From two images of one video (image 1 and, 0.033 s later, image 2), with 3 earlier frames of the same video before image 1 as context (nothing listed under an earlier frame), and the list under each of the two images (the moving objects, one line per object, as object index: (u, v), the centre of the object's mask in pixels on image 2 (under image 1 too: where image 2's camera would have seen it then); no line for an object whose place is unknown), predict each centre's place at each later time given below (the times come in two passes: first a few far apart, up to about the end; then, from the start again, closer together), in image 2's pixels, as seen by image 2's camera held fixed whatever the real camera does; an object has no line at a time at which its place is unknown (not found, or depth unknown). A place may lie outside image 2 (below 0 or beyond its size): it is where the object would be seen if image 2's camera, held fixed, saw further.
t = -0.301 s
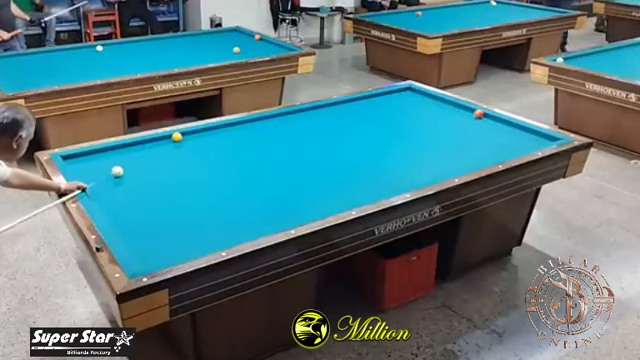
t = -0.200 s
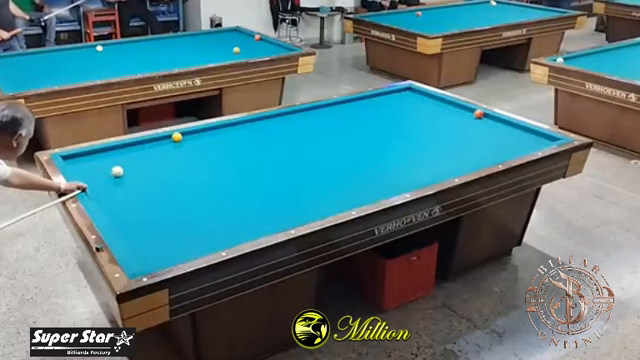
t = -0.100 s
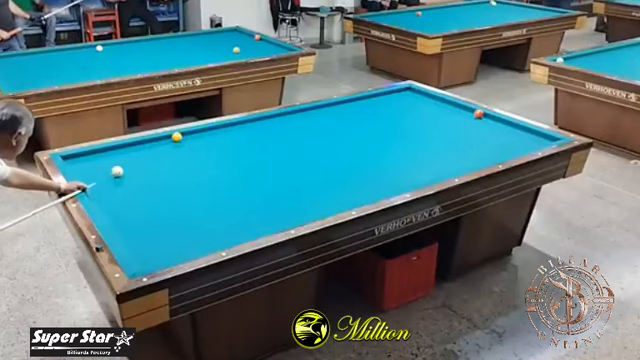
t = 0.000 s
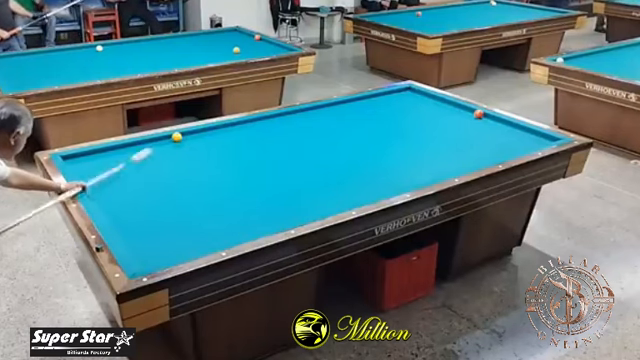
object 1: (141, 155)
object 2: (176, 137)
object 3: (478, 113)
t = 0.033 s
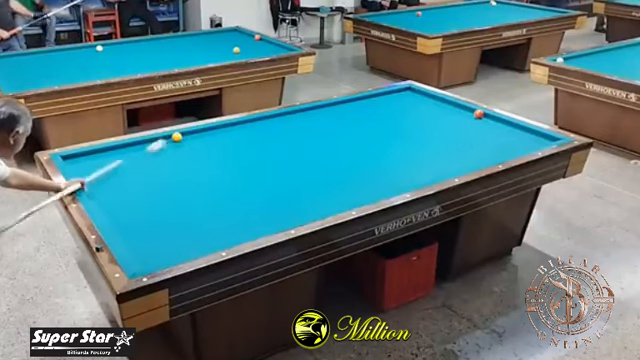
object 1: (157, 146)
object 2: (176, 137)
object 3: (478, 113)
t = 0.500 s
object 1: (142, 185)
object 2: (363, 103)
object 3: (478, 113)
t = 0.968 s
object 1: (152, 242)
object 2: (380, 108)
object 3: (478, 113)
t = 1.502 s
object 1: (210, 216)
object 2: (299, 137)
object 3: (478, 113)
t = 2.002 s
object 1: (240, 179)
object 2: (203, 171)
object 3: (478, 113)
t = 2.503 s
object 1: (263, 151)
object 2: (117, 204)
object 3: (478, 113)
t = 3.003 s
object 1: (281, 129)
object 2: (199, 189)
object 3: (478, 113)
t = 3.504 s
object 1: (299, 111)
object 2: (272, 177)
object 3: (478, 113)
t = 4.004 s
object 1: (329, 111)
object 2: (332, 166)
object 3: (478, 113)
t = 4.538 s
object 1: (361, 112)
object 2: (390, 157)
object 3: (478, 113)
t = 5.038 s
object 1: (388, 112)
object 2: (439, 148)
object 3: (478, 113)
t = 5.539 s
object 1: (415, 112)
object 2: (483, 140)
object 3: (478, 113)
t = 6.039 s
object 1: (440, 112)
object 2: (523, 134)
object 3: (478, 113)
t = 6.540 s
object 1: (462, 113)
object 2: (523, 137)
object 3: (478, 113)
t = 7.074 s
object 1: (472, 112)
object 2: (511, 143)
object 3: (484, 114)
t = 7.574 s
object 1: (474, 112)
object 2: (499, 149)
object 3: (485, 117)
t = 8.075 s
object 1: (473, 111)
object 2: (487, 154)
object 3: (486, 118)
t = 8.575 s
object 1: (473, 111)
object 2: (477, 159)
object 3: (487, 119)
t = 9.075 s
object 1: (473, 111)
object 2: (467, 163)
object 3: (487, 120)
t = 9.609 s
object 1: (473, 111)
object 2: (456, 168)
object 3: (488, 120)
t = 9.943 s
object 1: (473, 111)
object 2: (450, 170)
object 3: (488, 120)
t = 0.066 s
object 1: (167, 138)
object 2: (178, 136)
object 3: (478, 113)
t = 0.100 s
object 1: (165, 139)
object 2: (196, 131)
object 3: (478, 113)
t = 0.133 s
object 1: (164, 143)
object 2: (214, 128)
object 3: (478, 113)
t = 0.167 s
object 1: (163, 146)
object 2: (230, 125)
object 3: (478, 113)
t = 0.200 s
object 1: (162, 150)
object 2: (247, 122)
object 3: (478, 113)
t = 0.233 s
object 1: (160, 154)
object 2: (262, 120)
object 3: (478, 113)
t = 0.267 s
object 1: (158, 158)
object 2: (275, 117)
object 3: (478, 113)
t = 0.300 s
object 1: (156, 162)
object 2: (290, 115)
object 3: (478, 113)
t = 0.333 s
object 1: (154, 166)
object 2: (304, 114)
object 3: (478, 113)
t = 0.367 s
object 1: (152, 170)
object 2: (317, 111)
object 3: (478, 113)
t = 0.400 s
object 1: (149, 173)
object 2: (329, 109)
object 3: (478, 113)
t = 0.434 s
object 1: (147, 177)
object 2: (341, 107)
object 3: (478, 113)
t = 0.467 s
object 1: (145, 181)
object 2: (352, 105)
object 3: (478, 113)
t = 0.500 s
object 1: (142, 185)
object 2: (363, 103)
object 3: (478, 113)
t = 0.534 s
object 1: (139, 190)
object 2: (374, 101)
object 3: (478, 113)
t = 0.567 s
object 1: (136, 195)
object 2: (384, 100)
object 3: (478, 113)
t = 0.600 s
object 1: (133, 199)
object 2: (394, 98)
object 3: (478, 113)
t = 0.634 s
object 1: (130, 204)
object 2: (404, 97)
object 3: (478, 113)
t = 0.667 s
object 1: (127, 209)
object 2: (413, 95)
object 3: (478, 113)
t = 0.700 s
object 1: (124, 215)
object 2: (422, 94)
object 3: (478, 113)
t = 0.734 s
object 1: (120, 219)
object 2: (421, 95)
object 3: (478, 113)
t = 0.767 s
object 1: (117, 225)
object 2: (415, 97)
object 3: (478, 113)
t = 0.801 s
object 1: (118, 230)
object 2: (409, 99)
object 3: (478, 113)
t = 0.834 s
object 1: (125, 232)
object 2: (403, 100)
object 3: (478, 113)
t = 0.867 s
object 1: (132, 234)
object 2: (397, 102)
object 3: (478, 113)
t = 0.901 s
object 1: (139, 236)
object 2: (392, 104)
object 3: (478, 113)
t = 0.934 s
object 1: (146, 239)
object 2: (386, 106)
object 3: (478, 113)
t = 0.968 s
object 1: (152, 242)
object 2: (380, 108)
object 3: (478, 113)
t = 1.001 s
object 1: (158, 244)
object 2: (375, 109)
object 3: (478, 113)
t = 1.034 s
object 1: (164, 247)
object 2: (370, 111)
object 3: (478, 113)
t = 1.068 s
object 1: (171, 250)
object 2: (365, 113)
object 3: (478, 113)
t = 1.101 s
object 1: (177, 251)
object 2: (360, 115)
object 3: (478, 113)
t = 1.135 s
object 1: (182, 251)
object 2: (355, 117)
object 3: (478, 113)
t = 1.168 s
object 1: (185, 248)
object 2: (351, 118)
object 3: (478, 113)
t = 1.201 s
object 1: (187, 244)
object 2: (345, 120)
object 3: (478, 113)
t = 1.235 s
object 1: (190, 240)
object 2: (341, 122)
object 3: (478, 113)
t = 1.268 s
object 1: (193, 237)
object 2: (336, 124)
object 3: (478, 113)
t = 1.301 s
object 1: (195, 233)
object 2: (331, 125)
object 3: (478, 113)
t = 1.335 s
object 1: (198, 230)
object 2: (325, 127)
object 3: (478, 113)
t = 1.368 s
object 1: (201, 227)
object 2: (320, 129)
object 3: (478, 113)
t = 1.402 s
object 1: (203, 224)
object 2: (315, 131)
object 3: (478, 113)
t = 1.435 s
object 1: (205, 222)
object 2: (309, 133)
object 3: (478, 113)
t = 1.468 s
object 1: (208, 218)
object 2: (304, 135)
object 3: (478, 113)
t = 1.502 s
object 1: (210, 216)
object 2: (299, 137)
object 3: (478, 113)
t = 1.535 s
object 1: (212, 213)
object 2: (293, 139)
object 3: (478, 113)
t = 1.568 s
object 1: (214, 210)
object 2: (287, 141)
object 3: (478, 113)
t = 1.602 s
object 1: (217, 207)
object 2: (282, 143)
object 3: (478, 113)
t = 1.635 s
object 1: (219, 205)
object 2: (276, 145)
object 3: (478, 113)
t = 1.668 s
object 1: (221, 202)
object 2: (269, 147)
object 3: (478, 113)
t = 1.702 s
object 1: (223, 200)
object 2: (263, 149)
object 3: (478, 113)
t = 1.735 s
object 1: (225, 197)
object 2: (257, 151)
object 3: (478, 113)
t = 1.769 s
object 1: (227, 195)
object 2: (251, 154)
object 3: (478, 113)
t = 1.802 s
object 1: (229, 192)
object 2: (245, 156)
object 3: (478, 113)
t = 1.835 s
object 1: (231, 190)
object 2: (238, 158)
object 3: (478, 113)
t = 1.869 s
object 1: (233, 188)
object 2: (232, 160)
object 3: (478, 113)
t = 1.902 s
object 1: (235, 186)
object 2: (224, 163)
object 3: (478, 113)
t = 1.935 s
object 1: (236, 183)
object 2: (218, 165)
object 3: (478, 113)
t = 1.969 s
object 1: (238, 181)
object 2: (211, 168)
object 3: (478, 113)
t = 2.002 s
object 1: (240, 179)
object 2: (203, 171)
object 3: (478, 113)
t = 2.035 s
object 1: (242, 177)
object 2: (196, 173)
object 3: (478, 113)
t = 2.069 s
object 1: (243, 175)
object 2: (189, 176)
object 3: (478, 113)
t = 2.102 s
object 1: (245, 173)
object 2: (181, 179)
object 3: (478, 113)
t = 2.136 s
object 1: (247, 171)
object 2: (173, 181)
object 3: (478, 113)
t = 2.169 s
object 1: (248, 169)
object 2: (166, 184)
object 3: (478, 113)
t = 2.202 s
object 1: (250, 167)
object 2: (157, 187)
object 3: (478, 113)
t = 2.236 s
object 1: (251, 165)
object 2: (149, 190)
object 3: (478, 113)
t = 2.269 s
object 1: (253, 163)
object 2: (141, 193)
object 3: (478, 113)
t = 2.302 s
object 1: (255, 161)
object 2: (132, 196)
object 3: (478, 113)
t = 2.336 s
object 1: (256, 160)
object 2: (123, 199)
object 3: (478, 113)
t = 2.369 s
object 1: (258, 158)
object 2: (115, 202)
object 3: (478, 113)
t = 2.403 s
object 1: (259, 156)
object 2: (106, 205)
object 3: (478, 113)
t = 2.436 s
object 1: (261, 155)
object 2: (103, 207)
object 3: (478, 113)
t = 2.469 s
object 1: (262, 152)
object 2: (110, 206)
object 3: (478, 113)
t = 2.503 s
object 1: (263, 151)
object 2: (117, 204)
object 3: (478, 113)
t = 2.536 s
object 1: (264, 149)
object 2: (125, 202)
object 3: (478, 113)
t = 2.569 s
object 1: (266, 148)
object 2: (131, 201)
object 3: (478, 113)
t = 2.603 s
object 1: (267, 146)
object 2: (137, 200)
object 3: (478, 113)
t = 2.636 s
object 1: (269, 145)
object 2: (143, 199)
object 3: (478, 113)
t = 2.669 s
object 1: (270, 143)
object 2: (148, 199)
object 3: (478, 113)
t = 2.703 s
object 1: (271, 141)
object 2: (154, 198)
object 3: (478, 113)
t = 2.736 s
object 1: (272, 140)
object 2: (158, 197)
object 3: (478, 113)
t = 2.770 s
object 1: (273, 139)
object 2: (164, 196)
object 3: (478, 113)
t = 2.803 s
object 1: (274, 137)
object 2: (169, 195)
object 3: (478, 113)
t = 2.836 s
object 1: (276, 136)
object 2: (174, 194)
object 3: (478, 113)
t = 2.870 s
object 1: (277, 134)
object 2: (179, 193)
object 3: (478, 113)
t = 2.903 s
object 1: (278, 133)
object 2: (184, 192)
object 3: (478, 113)
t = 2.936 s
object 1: (279, 131)
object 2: (189, 191)
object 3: (478, 113)
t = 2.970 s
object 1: (280, 130)
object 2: (194, 191)
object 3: (478, 113)
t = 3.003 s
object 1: (281, 129)
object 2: (199, 189)
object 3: (478, 113)
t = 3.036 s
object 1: (282, 128)
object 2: (204, 189)
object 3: (478, 113)
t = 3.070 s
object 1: (283, 126)
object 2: (208, 188)
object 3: (478, 113)
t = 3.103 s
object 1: (284, 125)
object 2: (213, 187)
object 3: (478, 113)
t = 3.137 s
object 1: (286, 124)
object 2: (218, 186)
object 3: (478, 113)
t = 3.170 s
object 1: (287, 123)
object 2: (223, 185)
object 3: (478, 113)
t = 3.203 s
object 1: (288, 121)
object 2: (227, 185)
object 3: (478, 113)
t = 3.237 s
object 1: (289, 120)
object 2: (232, 184)
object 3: (478, 113)
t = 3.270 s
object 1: (290, 119)
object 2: (237, 183)
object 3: (478, 113)
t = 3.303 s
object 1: (291, 118)
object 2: (241, 182)
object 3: (478, 113)
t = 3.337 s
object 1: (292, 117)
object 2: (245, 182)
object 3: (478, 113)
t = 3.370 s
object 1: (293, 114)
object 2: (254, 180)
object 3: (478, 113)
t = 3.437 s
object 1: (295, 112)
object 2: (263, 179)
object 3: (478, 113)
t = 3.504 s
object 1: (299, 111)
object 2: (272, 177)
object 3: (478, 113)
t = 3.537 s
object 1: (301, 111)
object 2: (276, 176)
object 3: (478, 113)
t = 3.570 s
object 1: (303, 111)
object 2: (280, 176)
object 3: (478, 113)
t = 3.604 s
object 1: (305, 111)
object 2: (285, 175)
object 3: (478, 113)
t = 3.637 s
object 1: (307, 111)
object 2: (288, 174)
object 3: (478, 113)
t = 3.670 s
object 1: (309, 111)
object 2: (293, 173)
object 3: (478, 113)
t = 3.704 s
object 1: (311, 111)
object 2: (297, 173)
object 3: (478, 113)
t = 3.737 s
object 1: (313, 112)
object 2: (301, 172)
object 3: (478, 113)
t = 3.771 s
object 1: (315, 112)
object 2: (305, 171)
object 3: (478, 113)
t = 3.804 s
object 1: (317, 111)
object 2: (309, 171)
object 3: (478, 113)
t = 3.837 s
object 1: (320, 112)
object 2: (313, 170)
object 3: (478, 113)
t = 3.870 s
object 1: (321, 111)
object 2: (316, 169)
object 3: (478, 113)
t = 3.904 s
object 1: (323, 111)
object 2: (320, 169)
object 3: (478, 113)
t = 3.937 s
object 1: (326, 112)
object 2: (324, 168)
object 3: (478, 113)
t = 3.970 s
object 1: (328, 111)
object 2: (328, 167)
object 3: (478, 113)
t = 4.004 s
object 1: (329, 111)
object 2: (332, 166)
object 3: (478, 113)
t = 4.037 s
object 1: (331, 111)
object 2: (336, 166)
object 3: (478, 113)
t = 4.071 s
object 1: (333, 111)
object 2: (339, 165)
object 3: (478, 113)
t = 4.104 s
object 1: (336, 112)
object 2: (343, 165)
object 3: (478, 113)
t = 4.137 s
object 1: (337, 111)
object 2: (347, 164)
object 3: (478, 113)
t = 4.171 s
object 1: (339, 112)
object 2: (350, 163)
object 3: (478, 113)
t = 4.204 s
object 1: (341, 112)
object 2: (354, 163)
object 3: (478, 113)
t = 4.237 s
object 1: (343, 112)
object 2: (358, 162)
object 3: (478, 113)
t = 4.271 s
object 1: (345, 112)
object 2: (362, 161)
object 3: (478, 113)
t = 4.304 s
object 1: (347, 112)
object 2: (365, 161)
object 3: (478, 113)
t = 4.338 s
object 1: (349, 112)
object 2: (369, 160)
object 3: (478, 113)
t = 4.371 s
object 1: (351, 112)
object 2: (373, 160)
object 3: (478, 113)
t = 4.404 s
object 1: (353, 112)
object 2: (376, 159)
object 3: (478, 113)
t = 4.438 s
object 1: (355, 112)
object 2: (379, 158)
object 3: (478, 113)
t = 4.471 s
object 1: (357, 112)
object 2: (383, 158)
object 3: (478, 113)
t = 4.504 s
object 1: (359, 112)
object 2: (386, 157)
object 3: (478, 113)
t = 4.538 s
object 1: (361, 112)
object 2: (390, 157)
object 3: (478, 113)
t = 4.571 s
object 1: (363, 112)
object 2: (393, 156)
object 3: (478, 113)
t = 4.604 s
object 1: (364, 112)
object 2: (397, 156)
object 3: (478, 113)
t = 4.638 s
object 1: (366, 112)
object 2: (400, 155)
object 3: (478, 113)
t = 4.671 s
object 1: (368, 112)
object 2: (403, 154)
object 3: (478, 113)
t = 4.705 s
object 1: (370, 112)
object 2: (406, 154)
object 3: (478, 113)
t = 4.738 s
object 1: (372, 112)
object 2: (410, 153)
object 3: (478, 113)
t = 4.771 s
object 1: (374, 112)
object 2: (413, 153)
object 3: (478, 113)
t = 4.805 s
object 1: (376, 112)
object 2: (417, 152)
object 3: (478, 113)
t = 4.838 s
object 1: (377, 112)
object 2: (420, 151)
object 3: (478, 113)
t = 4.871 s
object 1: (379, 112)
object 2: (423, 151)
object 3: (478, 113)
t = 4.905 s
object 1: (381, 112)
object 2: (426, 150)
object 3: (478, 113)
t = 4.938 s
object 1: (383, 112)
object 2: (430, 150)
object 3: (478, 113)
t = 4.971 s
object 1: (385, 112)
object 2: (433, 149)
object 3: (478, 113)
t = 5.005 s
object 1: (387, 112)
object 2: (436, 149)
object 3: (478, 113)
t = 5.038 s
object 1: (388, 112)
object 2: (439, 148)
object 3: (478, 113)
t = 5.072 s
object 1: (390, 112)
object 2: (442, 148)
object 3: (478, 113)
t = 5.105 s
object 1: (392, 112)
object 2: (445, 147)
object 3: (478, 113)
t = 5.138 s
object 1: (394, 112)
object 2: (448, 147)
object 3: (478, 113)
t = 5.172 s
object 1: (396, 112)
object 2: (451, 146)
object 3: (478, 113)
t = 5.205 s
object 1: (398, 112)
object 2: (454, 146)
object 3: (478, 113)
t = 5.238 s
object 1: (399, 112)
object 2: (457, 145)
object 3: (478, 113)
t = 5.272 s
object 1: (401, 112)
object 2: (460, 145)
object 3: (478, 113)
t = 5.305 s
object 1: (403, 112)
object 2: (463, 144)
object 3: (478, 113)
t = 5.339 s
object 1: (405, 112)
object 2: (466, 144)
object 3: (478, 113)
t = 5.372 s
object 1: (406, 112)
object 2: (469, 143)
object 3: (478, 113)
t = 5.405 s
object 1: (408, 112)
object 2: (472, 142)
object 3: (478, 113)
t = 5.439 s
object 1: (410, 112)
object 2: (475, 142)
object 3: (478, 113)
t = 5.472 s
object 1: (411, 112)
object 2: (478, 141)
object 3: (478, 113)
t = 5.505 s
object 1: (413, 112)
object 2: (480, 141)
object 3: (478, 113)
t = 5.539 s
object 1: (415, 112)
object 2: (483, 140)
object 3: (478, 113)
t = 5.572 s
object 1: (417, 112)
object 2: (486, 140)
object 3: (478, 113)
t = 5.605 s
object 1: (418, 112)
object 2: (489, 139)
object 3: (478, 113)
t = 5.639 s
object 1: (420, 112)
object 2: (492, 139)
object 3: (478, 113)
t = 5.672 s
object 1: (422, 112)
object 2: (494, 139)
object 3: (478, 113)
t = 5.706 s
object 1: (423, 112)
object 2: (496, 138)
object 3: (478, 113)
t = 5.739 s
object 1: (425, 112)
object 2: (499, 138)
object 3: (478, 113)
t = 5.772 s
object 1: (426, 112)
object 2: (502, 137)
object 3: (478, 113)
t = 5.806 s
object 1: (428, 112)
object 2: (505, 137)
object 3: (478, 113)
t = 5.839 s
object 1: (430, 112)
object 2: (507, 136)
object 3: (478, 113)
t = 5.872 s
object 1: (431, 112)
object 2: (510, 136)
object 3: (478, 113)
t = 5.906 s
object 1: (433, 113)
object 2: (513, 135)
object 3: (478, 113)
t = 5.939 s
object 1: (434, 113)
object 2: (515, 135)
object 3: (478, 113)
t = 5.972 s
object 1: (436, 113)
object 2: (518, 135)
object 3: (478, 113)
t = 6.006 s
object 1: (438, 113)
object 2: (520, 135)
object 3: (478, 113)
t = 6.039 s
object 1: (440, 112)
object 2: (523, 134)
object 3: (478, 113)
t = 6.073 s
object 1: (441, 112)
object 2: (526, 133)
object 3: (478, 113)
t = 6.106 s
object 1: (443, 112)
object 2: (528, 133)
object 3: (478, 113)
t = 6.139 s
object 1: (444, 113)
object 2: (531, 132)
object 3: (478, 113)
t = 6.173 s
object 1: (446, 113)
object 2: (533, 132)
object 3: (478, 113)
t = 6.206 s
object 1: (447, 113)
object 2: (533, 132)
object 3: (478, 113)
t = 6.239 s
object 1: (449, 113)
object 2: (531, 133)
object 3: (478, 113)
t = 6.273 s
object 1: (450, 113)
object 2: (530, 133)
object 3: (478, 113)
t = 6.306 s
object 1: (452, 113)
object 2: (530, 133)
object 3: (478, 113)
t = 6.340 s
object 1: (453, 113)
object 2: (529, 134)
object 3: (478, 113)
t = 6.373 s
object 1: (455, 113)
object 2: (527, 134)
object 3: (478, 113)
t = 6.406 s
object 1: (456, 113)
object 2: (527, 135)
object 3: (478, 113)
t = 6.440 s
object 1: (458, 113)
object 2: (526, 135)
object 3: (478, 113)
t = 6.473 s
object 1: (459, 113)
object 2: (525, 136)
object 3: (478, 113)
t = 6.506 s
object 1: (460, 113)
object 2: (524, 136)
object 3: (478, 113)
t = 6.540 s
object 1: (462, 113)
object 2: (523, 137)
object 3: (478, 113)
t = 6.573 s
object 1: (464, 113)
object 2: (522, 137)
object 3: (478, 113)
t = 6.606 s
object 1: (465, 113)
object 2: (522, 137)
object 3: (478, 113)
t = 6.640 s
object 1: (467, 113)
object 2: (521, 138)
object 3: (478, 113)
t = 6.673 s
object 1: (468, 113)
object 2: (520, 138)
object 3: (478, 113)
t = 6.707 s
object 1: (469, 113)
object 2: (519, 139)
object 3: (479, 113)
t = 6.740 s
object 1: (469, 113)
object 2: (519, 139)
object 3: (480, 113)
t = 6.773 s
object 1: (470, 113)
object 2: (518, 139)
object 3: (481, 114)
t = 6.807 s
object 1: (470, 113)
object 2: (517, 140)
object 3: (482, 114)
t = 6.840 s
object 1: (471, 112)
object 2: (516, 140)
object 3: (483, 114)
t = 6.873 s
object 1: (471, 112)
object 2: (515, 141)
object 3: (483, 114)
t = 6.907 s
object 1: (471, 112)
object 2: (514, 141)
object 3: (484, 114)
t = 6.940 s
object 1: (471, 112)
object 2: (513, 142)
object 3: (484, 114)
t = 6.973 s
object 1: (472, 112)
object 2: (513, 142)
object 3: (484, 114)
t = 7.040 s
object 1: (471, 112)
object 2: (512, 143)
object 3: (484, 114)
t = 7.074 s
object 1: (472, 112)
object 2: (511, 143)
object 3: (484, 114)
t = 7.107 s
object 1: (472, 112)
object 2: (510, 143)
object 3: (484, 115)
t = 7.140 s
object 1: (472, 113)
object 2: (510, 144)
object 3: (484, 115)
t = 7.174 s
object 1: (473, 113)
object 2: (508, 145)
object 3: (484, 115)
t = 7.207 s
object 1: (473, 113)
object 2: (508, 145)
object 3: (484, 115)
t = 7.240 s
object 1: (473, 112)
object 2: (507, 146)
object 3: (484, 116)
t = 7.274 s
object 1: (473, 112)
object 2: (506, 146)
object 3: (485, 115)
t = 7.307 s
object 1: (474, 112)
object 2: (505, 146)
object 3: (484, 116)
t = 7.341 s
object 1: (474, 112)
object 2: (504, 146)
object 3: (484, 116)
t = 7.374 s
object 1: (474, 111)
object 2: (504, 146)
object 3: (484, 116)
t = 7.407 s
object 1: (474, 111)
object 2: (503, 147)
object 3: (484, 116)
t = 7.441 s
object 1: (474, 111)
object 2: (502, 147)
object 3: (485, 116)
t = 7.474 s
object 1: (474, 111)
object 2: (501, 147)
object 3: (485, 116)
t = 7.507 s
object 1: (474, 111)
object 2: (500, 148)
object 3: (485, 117)
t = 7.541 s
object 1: (474, 111)
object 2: (500, 149)
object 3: (485, 117)
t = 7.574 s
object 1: (474, 112)
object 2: (499, 149)
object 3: (485, 117)
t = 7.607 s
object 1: (474, 112)
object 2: (498, 150)
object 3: (485, 117)
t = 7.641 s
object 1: (474, 112)
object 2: (498, 150)
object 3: (485, 117)
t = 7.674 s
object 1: (474, 112)
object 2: (497, 151)
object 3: (485, 118)
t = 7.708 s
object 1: (474, 112)
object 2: (496, 151)
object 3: (485, 118)
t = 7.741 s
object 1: (474, 112)
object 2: (495, 152)
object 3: (485, 118)
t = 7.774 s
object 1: (474, 112)
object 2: (495, 152)
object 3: (485, 118)
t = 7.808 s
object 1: (474, 112)
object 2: (494, 152)
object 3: (485, 118)
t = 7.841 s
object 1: (473, 111)
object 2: (493, 152)
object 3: (485, 118)
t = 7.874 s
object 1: (473, 111)
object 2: (492, 152)
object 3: (485, 118)
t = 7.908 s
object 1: (473, 111)
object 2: (491, 153)
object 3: (485, 118)
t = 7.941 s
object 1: (473, 111)
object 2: (491, 153)
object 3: (486, 118)
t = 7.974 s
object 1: (473, 111)
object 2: (490, 153)
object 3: (486, 118)
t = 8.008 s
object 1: (473, 111)
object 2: (489, 154)
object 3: (486, 118)
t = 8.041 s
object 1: (473, 111)
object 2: (488, 154)
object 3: (486, 118)
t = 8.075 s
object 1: (473, 111)
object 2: (487, 154)
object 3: (486, 118)
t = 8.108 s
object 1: (473, 111)
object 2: (487, 155)
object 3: (486, 118)
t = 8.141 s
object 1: (473, 111)
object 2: (486, 155)
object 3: (486, 118)
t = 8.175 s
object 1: (473, 112)
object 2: (485, 156)
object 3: (486, 119)
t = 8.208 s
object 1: (473, 112)
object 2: (485, 157)
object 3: (486, 119)
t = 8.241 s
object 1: (473, 112)
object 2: (484, 157)
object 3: (486, 119)
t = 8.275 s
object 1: (473, 112)
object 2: (483, 158)
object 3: (486, 119)
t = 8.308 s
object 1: (473, 112)
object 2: (482, 158)
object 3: (486, 119)
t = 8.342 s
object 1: (473, 112)
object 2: (482, 158)
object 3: (486, 119)
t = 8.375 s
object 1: (473, 112)
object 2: (481, 158)
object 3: (486, 119)
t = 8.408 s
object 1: (473, 111)
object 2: (480, 158)
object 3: (486, 119)
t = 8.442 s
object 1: (473, 111)
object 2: (479, 159)
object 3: (486, 119)
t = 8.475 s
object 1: (473, 111)
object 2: (478, 159)
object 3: (486, 119)
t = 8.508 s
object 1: (473, 111)
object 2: (478, 159)
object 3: (486, 119)
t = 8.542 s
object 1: (473, 111)
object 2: (477, 159)
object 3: (487, 119)
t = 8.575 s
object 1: (473, 111)
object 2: (477, 159)
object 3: (487, 119)
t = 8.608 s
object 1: (473, 111)
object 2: (476, 160)
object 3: (487, 119)
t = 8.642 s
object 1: (473, 112)
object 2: (475, 160)
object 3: (487, 119)
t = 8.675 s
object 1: (473, 112)
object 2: (474, 161)
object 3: (486, 119)
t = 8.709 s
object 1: (473, 111)
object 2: (474, 161)
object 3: (487, 119)
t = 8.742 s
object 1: (473, 111)
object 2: (473, 162)
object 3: (487, 119)
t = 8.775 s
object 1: (473, 111)
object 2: (473, 162)
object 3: (486, 120)
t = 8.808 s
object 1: (473, 112)
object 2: (472, 162)
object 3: (487, 120)
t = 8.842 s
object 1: (473, 112)
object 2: (472, 162)
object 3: (487, 120)
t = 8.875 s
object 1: (473, 111)
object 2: (470, 163)
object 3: (487, 120)
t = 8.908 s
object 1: (473, 111)
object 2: (470, 163)
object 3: (487, 120)
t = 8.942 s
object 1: (473, 111)
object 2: (469, 163)
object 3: (487, 120)
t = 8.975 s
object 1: (473, 111)
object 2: (469, 163)
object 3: (487, 120)
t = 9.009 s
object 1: (473, 111)
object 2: (468, 163)
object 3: (487, 120)
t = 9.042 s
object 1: (473, 111)
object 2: (468, 163)
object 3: (487, 120)
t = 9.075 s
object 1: (473, 111)
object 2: (467, 163)
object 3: (487, 120)
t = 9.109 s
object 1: (473, 111)
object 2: (466, 164)
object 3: (488, 120)
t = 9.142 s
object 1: (473, 111)
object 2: (466, 164)
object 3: (488, 120)
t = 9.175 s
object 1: (473, 111)
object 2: (465, 165)
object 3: (487, 120)
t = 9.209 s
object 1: (473, 111)
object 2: (464, 165)
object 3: (487, 120)
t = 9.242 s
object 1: (473, 112)
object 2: (463, 166)
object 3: (487, 120)
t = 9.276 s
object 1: (473, 112)
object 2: (463, 166)
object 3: (488, 120)
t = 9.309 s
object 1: (473, 112)
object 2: (462, 166)
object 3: (488, 120)
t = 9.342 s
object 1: (473, 112)
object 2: (462, 166)
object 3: (488, 120)
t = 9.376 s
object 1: (473, 112)
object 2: (462, 166)
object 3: (488, 120)
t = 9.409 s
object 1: (473, 111)
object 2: (460, 167)
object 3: (488, 120)
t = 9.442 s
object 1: (473, 111)
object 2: (460, 167)
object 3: (488, 120)
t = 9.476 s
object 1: (473, 111)
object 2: (459, 167)
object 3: (488, 120)
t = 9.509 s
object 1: (473, 111)
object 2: (458, 167)
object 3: (488, 120)
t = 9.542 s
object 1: (473, 111)
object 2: (458, 167)
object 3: (488, 120)
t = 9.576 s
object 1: (473, 111)
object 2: (457, 168)
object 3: (488, 120)
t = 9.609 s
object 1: (473, 111)
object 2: (456, 168)
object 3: (488, 120)
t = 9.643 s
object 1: (473, 111)
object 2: (456, 168)
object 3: (488, 120)
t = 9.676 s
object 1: (473, 112)
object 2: (455, 169)
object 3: (488, 120)
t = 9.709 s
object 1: (473, 112)
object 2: (455, 169)
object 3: (488, 120)
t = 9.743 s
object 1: (473, 112)
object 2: (454, 170)
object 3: (488, 120)
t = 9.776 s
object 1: (473, 112)
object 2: (454, 170)
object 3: (488, 120)
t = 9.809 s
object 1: (473, 112)
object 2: (453, 170)
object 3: (488, 120)
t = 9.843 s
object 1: (473, 112)
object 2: (452, 170)
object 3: (488, 120)
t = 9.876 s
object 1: (473, 112)
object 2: (452, 170)
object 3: (488, 120)
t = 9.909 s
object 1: (473, 112)
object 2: (450, 170)
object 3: (488, 120)
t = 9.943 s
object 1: (473, 111)
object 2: (450, 170)
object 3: (488, 120)
